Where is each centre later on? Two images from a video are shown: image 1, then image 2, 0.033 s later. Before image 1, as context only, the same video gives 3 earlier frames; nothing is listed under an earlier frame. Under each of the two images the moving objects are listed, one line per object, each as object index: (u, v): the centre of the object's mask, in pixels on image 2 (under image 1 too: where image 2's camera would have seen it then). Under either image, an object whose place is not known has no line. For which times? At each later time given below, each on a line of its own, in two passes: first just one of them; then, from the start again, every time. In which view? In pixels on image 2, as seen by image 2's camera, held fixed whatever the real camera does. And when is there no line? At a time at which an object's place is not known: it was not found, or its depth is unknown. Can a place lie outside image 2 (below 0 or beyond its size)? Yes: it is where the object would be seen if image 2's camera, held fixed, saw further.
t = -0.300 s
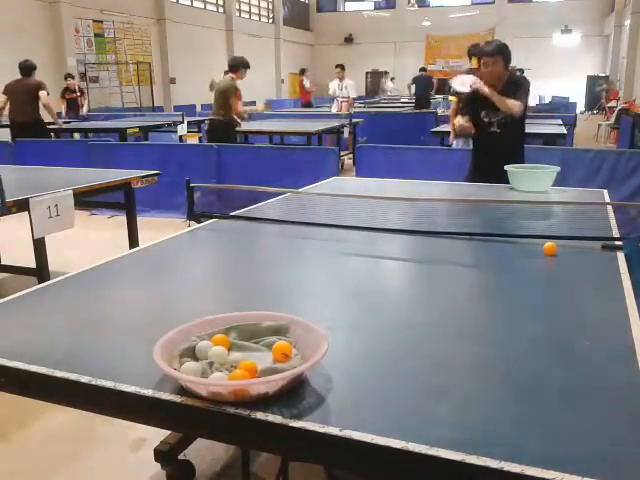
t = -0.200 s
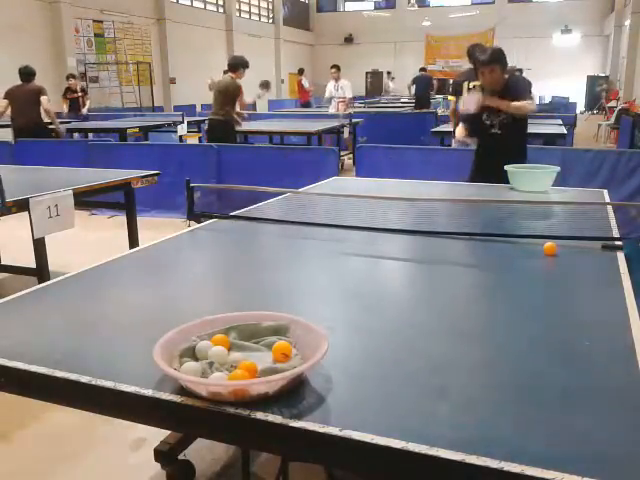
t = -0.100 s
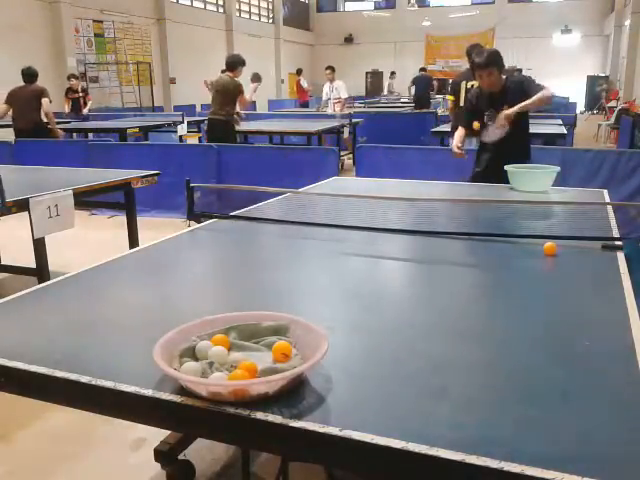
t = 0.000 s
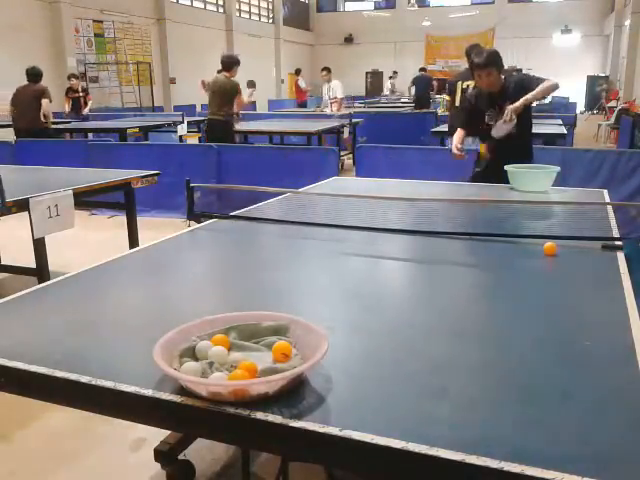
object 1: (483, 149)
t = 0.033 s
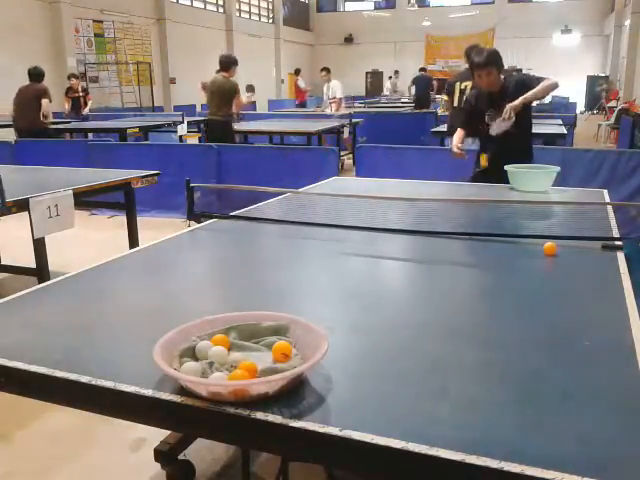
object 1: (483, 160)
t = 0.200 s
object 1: (484, 171)
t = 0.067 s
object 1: (485, 176)
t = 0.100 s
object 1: (485, 195)
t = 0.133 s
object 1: (484, 187)
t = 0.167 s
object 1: (484, 178)
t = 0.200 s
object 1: (484, 171)
